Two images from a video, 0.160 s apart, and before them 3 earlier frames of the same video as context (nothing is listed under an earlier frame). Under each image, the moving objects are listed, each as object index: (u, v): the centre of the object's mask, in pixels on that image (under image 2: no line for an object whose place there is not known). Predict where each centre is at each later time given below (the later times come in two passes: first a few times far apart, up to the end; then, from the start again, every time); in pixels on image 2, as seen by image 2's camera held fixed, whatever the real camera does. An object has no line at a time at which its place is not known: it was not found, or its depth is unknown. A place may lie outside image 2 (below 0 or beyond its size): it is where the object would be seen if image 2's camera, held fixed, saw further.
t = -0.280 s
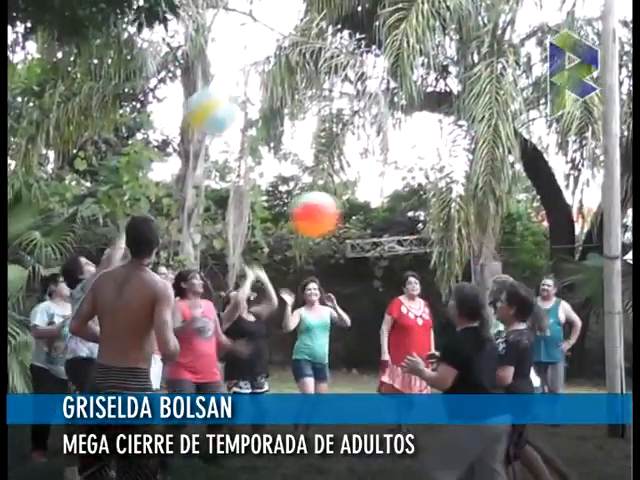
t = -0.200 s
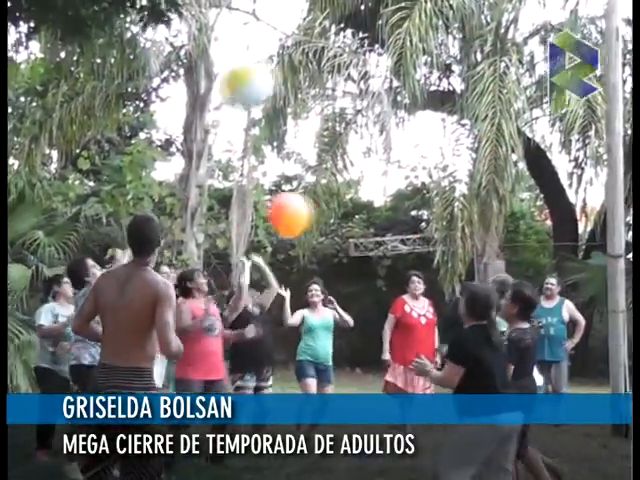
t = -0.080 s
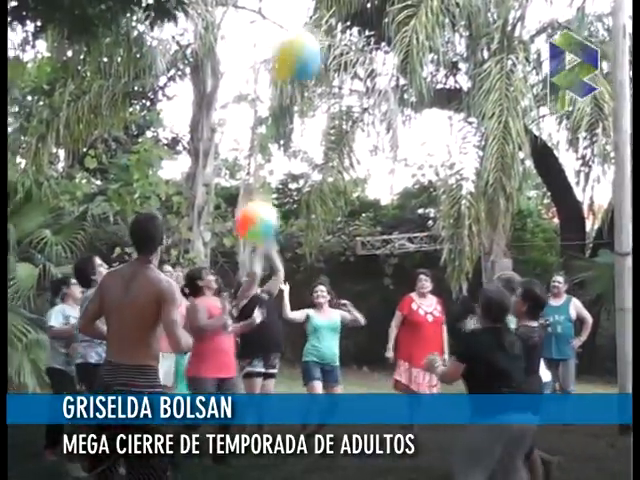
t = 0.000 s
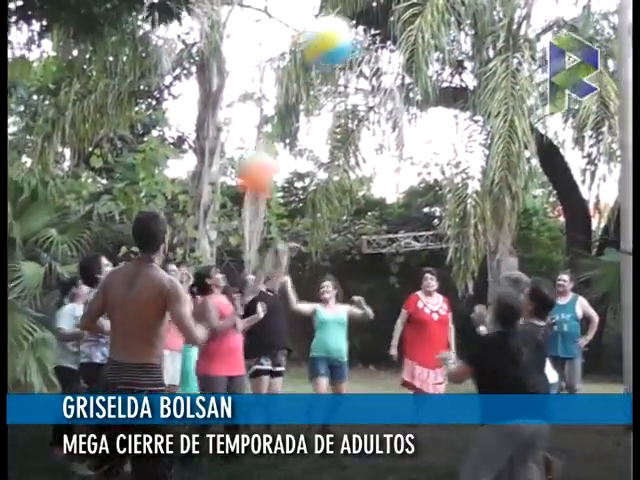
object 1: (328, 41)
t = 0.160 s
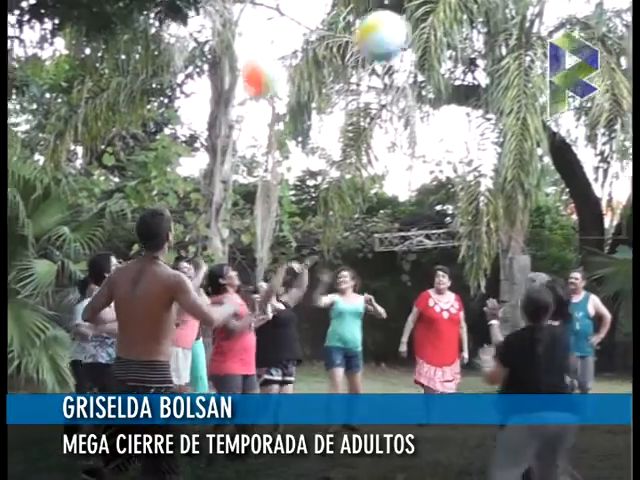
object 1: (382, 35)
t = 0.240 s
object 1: (398, 41)
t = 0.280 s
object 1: (405, 47)
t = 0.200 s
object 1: (390, 38)
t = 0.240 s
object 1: (398, 41)
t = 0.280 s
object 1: (405, 47)
